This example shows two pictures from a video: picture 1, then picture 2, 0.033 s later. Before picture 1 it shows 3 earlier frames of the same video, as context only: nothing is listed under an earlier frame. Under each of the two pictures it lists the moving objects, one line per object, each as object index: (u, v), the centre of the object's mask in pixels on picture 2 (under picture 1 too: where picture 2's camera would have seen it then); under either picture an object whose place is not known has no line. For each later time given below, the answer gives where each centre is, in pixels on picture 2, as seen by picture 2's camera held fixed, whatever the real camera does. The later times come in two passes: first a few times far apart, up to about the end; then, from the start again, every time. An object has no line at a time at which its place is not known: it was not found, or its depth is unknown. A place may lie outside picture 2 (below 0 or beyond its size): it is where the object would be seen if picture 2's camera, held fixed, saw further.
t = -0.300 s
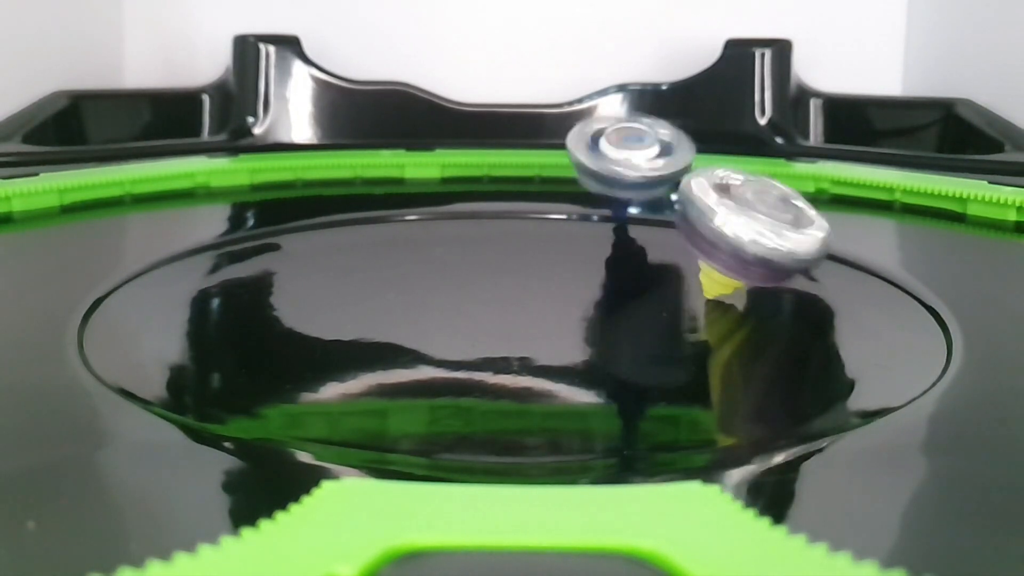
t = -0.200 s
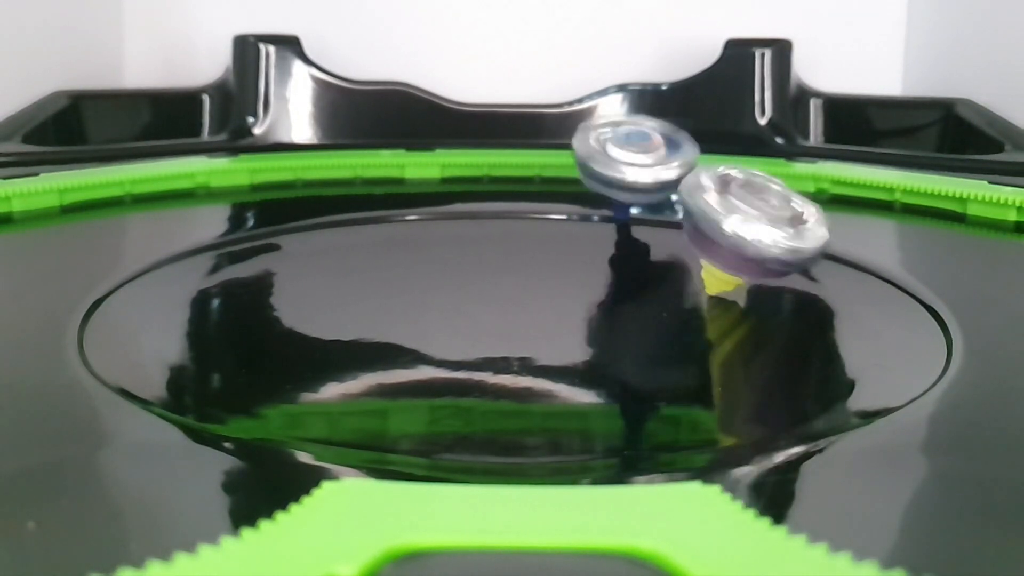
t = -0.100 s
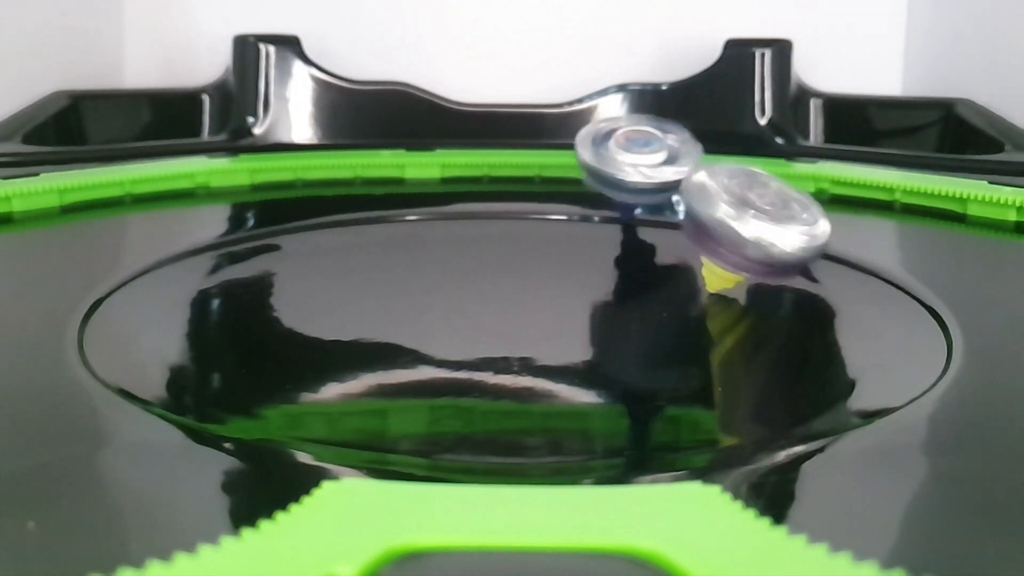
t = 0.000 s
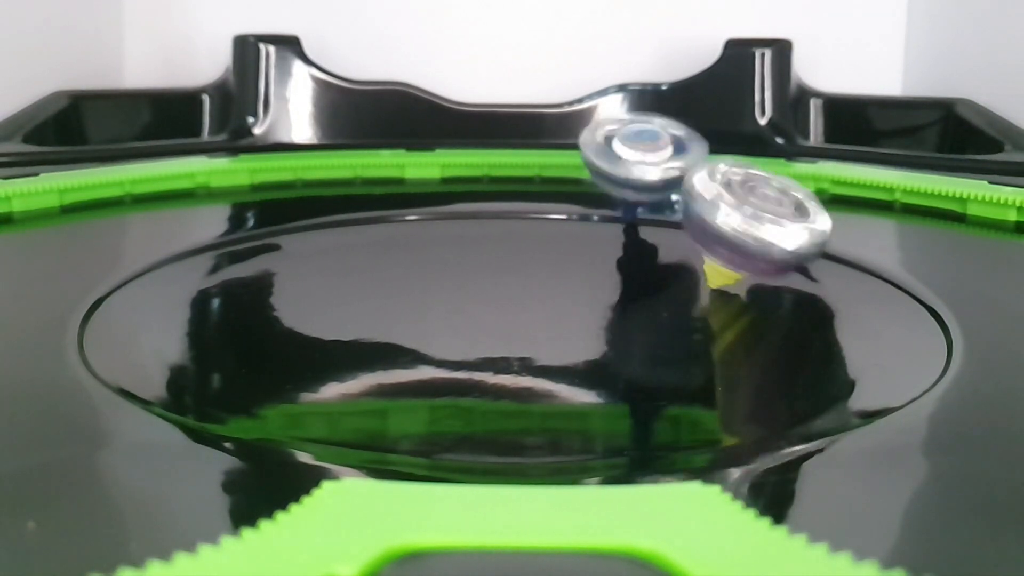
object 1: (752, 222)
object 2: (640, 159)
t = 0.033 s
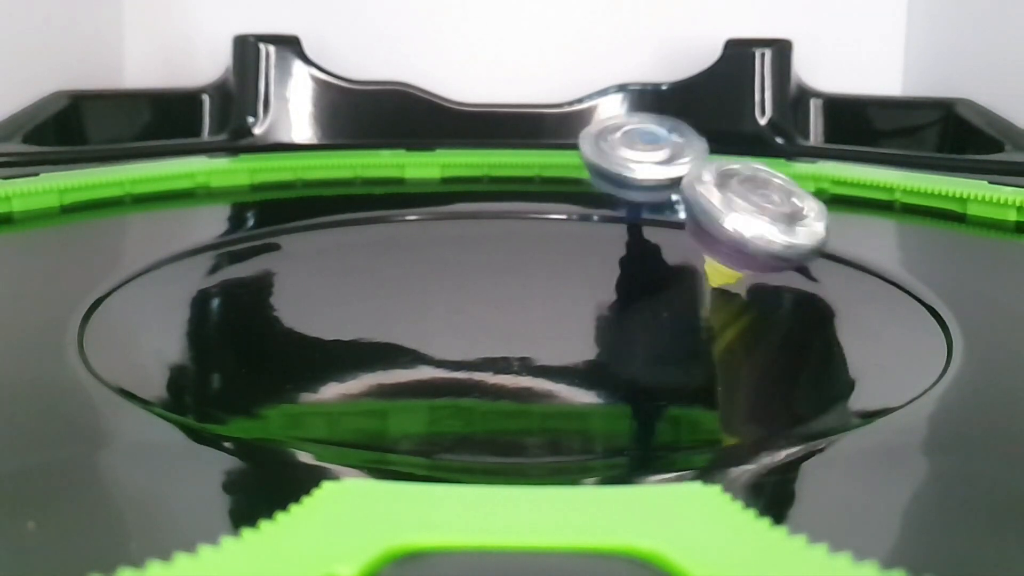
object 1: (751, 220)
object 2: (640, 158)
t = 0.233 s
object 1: (752, 216)
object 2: (645, 159)
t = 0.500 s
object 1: (754, 211)
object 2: (653, 157)
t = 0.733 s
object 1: (755, 209)
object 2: (662, 157)
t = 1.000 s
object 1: (753, 206)
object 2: (687, 144)
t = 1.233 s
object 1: (752, 205)
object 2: (727, 136)
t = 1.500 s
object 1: (751, 202)
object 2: (790, 135)
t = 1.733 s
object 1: (750, 200)
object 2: (838, 141)
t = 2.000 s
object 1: (747, 198)
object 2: (886, 141)
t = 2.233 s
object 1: (743, 197)
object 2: (863, 140)
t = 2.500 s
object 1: (739, 198)
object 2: (836, 146)
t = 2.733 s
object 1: (680, 222)
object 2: (837, 147)
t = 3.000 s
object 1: (548, 255)
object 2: (893, 145)
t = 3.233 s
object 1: (431, 265)
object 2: (928, 141)
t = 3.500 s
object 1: (281, 276)
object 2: (915, 161)
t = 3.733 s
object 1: (146, 265)
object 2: (905, 151)
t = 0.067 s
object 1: (751, 219)
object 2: (641, 159)
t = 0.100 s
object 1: (751, 218)
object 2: (641, 159)
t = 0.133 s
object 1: (751, 218)
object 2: (643, 160)
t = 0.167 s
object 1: (751, 218)
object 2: (644, 161)
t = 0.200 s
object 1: (751, 218)
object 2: (645, 160)
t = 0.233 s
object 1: (752, 216)
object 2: (645, 159)
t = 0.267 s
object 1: (752, 215)
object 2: (646, 160)
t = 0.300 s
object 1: (752, 214)
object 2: (646, 159)
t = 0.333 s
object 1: (753, 213)
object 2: (647, 159)
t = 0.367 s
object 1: (753, 213)
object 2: (649, 158)
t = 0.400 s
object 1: (754, 213)
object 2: (650, 159)
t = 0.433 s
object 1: (754, 212)
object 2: (651, 158)
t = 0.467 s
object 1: (755, 211)
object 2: (652, 158)
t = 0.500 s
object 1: (754, 211)
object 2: (653, 157)
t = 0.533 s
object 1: (754, 210)
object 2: (653, 157)
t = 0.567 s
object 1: (754, 210)
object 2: (655, 157)
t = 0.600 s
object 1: (753, 210)
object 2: (656, 157)
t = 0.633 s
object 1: (754, 210)
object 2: (658, 156)
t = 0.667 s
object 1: (754, 209)
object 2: (659, 156)
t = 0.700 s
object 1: (754, 209)
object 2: (661, 155)
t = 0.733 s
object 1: (755, 209)
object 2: (662, 157)
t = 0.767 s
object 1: (754, 208)
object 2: (666, 155)
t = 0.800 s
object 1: (755, 208)
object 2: (668, 155)
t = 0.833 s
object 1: (753, 208)
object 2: (668, 155)
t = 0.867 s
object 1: (754, 208)
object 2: (672, 152)
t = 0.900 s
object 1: (754, 207)
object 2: (675, 150)
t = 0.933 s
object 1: (754, 207)
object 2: (679, 147)
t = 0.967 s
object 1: (754, 207)
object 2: (682, 145)
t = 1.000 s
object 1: (753, 206)
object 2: (687, 144)
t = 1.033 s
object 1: (754, 207)
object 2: (690, 142)
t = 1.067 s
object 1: (754, 206)
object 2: (695, 142)
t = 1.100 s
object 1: (753, 205)
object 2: (700, 140)
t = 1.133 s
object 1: (754, 205)
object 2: (706, 138)
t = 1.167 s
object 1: (753, 205)
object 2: (712, 138)
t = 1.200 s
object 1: (753, 204)
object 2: (720, 136)
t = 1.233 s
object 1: (752, 205)
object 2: (727, 136)
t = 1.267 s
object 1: (752, 205)
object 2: (737, 135)
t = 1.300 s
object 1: (752, 204)
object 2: (743, 134)
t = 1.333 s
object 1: (751, 203)
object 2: (752, 133)
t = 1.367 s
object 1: (752, 204)
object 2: (758, 134)
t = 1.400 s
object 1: (752, 204)
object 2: (767, 134)
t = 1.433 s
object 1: (752, 203)
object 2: (774, 135)
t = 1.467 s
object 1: (751, 202)
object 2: (785, 135)
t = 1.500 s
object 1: (751, 202)
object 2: (790, 135)
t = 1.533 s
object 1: (751, 202)
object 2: (799, 136)
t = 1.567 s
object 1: (750, 201)
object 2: (806, 136)
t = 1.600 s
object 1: (751, 201)
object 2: (813, 136)
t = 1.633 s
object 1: (750, 201)
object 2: (818, 137)
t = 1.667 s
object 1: (750, 200)
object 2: (827, 137)
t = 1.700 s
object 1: (750, 200)
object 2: (831, 139)
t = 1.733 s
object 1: (750, 200)
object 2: (838, 141)
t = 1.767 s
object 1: (750, 200)
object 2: (843, 143)
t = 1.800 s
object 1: (749, 199)
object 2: (848, 144)
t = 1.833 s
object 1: (749, 199)
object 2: (853, 143)
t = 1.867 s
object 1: (749, 199)
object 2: (861, 142)
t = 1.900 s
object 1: (748, 199)
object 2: (865, 142)
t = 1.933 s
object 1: (748, 198)
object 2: (874, 142)
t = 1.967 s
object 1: (748, 198)
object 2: (880, 141)
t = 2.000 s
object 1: (747, 198)
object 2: (886, 141)
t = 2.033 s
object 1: (747, 198)
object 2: (889, 139)
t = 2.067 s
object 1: (746, 198)
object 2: (886, 136)
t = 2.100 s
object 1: (745, 198)
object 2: (881, 135)
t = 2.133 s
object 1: (745, 197)
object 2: (878, 135)
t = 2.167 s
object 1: (744, 197)
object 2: (873, 137)
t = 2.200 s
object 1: (744, 198)
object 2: (867, 139)
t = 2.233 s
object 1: (743, 197)
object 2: (863, 140)
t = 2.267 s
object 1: (743, 198)
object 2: (859, 143)
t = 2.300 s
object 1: (742, 198)
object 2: (855, 145)
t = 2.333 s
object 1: (742, 199)
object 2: (851, 148)
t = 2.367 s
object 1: (741, 199)
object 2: (848, 150)
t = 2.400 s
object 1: (740, 199)
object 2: (845, 149)
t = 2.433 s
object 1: (740, 199)
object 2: (840, 152)
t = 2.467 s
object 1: (739, 199)
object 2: (837, 149)
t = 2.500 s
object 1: (739, 198)
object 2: (836, 146)
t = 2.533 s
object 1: (738, 198)
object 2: (832, 146)
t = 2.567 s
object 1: (737, 199)
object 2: (827, 147)
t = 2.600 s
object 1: (734, 201)
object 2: (820, 148)
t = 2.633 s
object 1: (726, 203)
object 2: (823, 147)
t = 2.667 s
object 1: (711, 205)
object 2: (826, 150)
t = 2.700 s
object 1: (697, 210)
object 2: (830, 150)
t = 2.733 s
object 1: (680, 222)
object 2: (837, 147)
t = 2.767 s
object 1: (666, 224)
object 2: (844, 148)
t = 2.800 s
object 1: (649, 227)
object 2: (850, 147)
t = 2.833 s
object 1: (633, 231)
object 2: (857, 148)
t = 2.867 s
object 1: (616, 234)
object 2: (864, 149)
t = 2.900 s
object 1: (600, 238)
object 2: (870, 153)
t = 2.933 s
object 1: (582, 244)
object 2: (877, 151)
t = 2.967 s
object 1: (565, 248)
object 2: (886, 149)
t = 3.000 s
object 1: (548, 255)
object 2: (893, 145)
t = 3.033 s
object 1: (533, 258)
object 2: (901, 143)
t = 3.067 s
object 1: (516, 263)
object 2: (908, 142)
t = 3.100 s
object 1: (501, 265)
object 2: (916, 141)
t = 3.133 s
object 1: (482, 265)
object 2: (924, 141)
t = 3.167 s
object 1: (467, 264)
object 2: (928, 140)
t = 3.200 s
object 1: (447, 265)
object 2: (929, 141)
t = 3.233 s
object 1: (431, 265)
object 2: (928, 141)
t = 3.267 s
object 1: (411, 270)
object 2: (929, 142)
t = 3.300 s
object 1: (394, 271)
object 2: (926, 146)
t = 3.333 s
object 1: (374, 274)
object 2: (925, 149)
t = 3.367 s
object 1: (355, 277)
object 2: (921, 153)
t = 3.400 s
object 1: (337, 279)
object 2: (919, 157)
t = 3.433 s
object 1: (320, 278)
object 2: (918, 160)
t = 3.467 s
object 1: (299, 279)
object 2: (917, 161)
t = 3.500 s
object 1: (281, 276)
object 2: (915, 161)
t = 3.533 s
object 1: (262, 276)
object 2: (914, 158)
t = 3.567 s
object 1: (242, 275)
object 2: (913, 157)
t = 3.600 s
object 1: (225, 272)
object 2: (911, 154)
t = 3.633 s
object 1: (203, 272)
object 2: (910, 153)
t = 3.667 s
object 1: (184, 271)
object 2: (909, 152)
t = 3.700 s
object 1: (167, 267)
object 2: (907, 153)
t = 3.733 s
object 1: (146, 265)
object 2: (905, 151)
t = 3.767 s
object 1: (131, 261)
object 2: (903, 153)
